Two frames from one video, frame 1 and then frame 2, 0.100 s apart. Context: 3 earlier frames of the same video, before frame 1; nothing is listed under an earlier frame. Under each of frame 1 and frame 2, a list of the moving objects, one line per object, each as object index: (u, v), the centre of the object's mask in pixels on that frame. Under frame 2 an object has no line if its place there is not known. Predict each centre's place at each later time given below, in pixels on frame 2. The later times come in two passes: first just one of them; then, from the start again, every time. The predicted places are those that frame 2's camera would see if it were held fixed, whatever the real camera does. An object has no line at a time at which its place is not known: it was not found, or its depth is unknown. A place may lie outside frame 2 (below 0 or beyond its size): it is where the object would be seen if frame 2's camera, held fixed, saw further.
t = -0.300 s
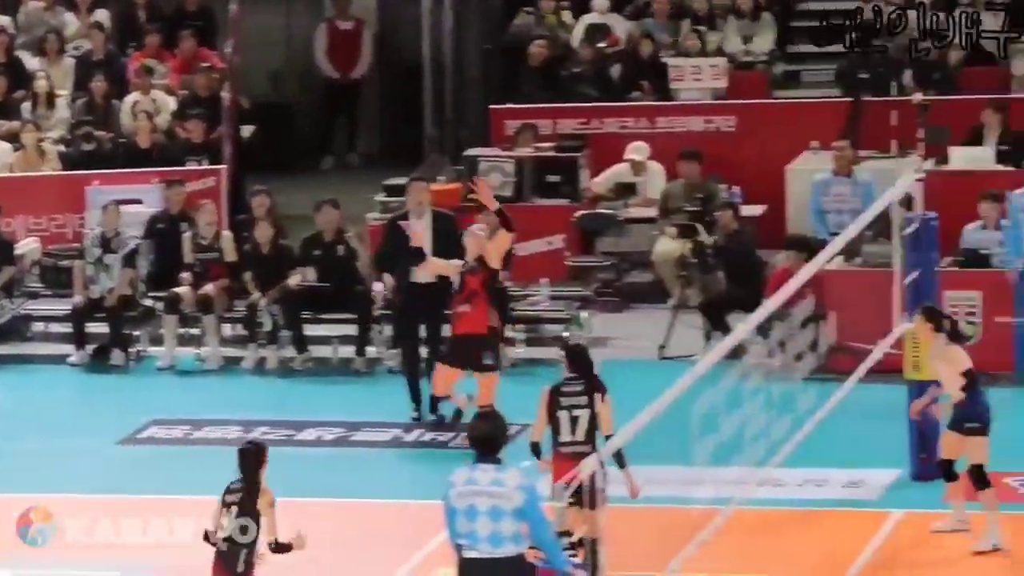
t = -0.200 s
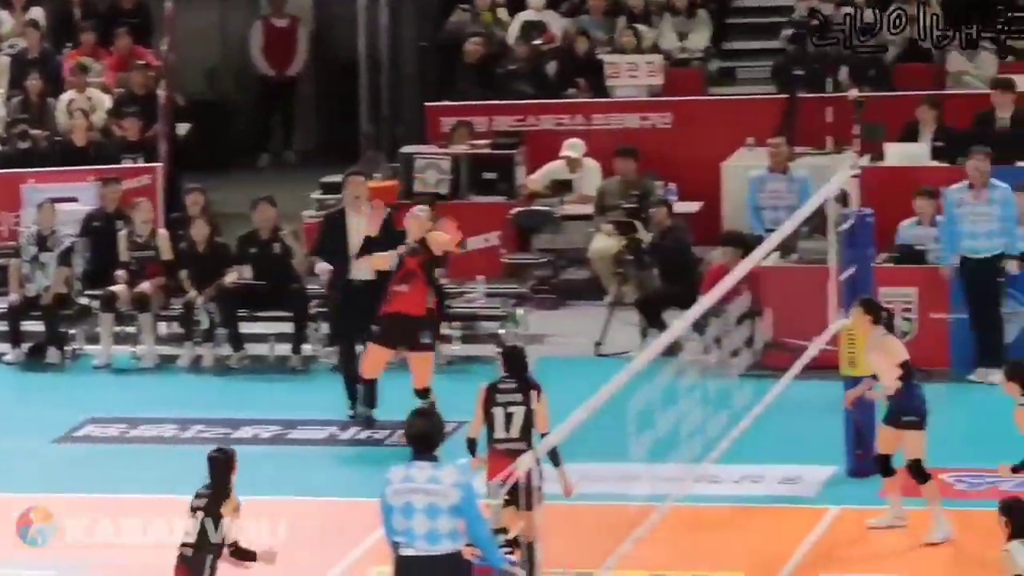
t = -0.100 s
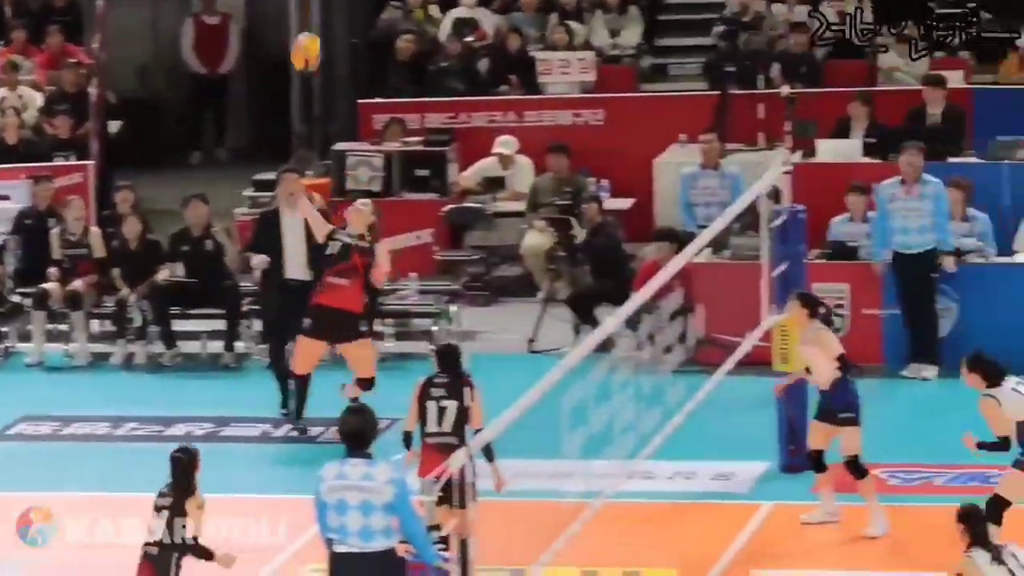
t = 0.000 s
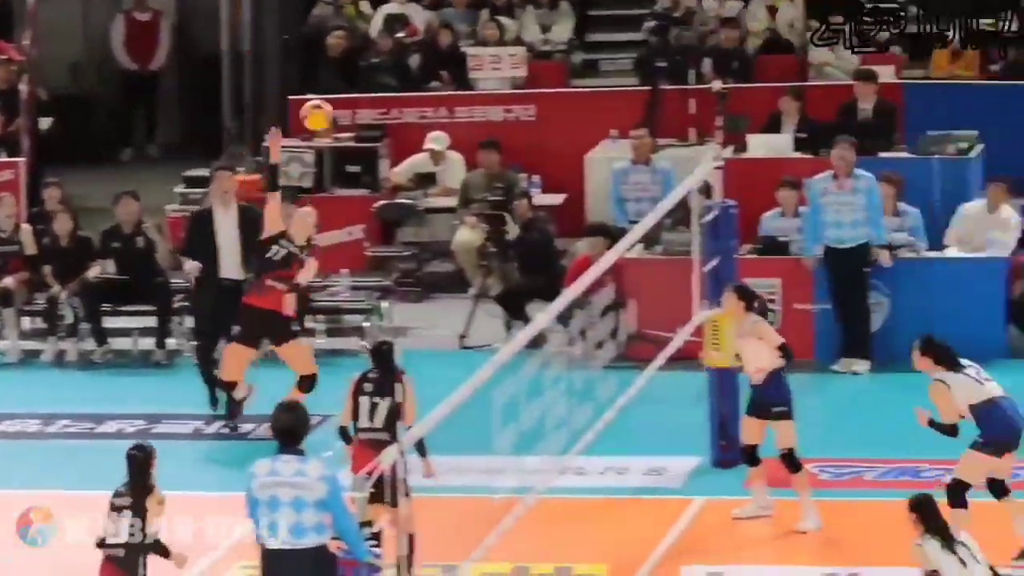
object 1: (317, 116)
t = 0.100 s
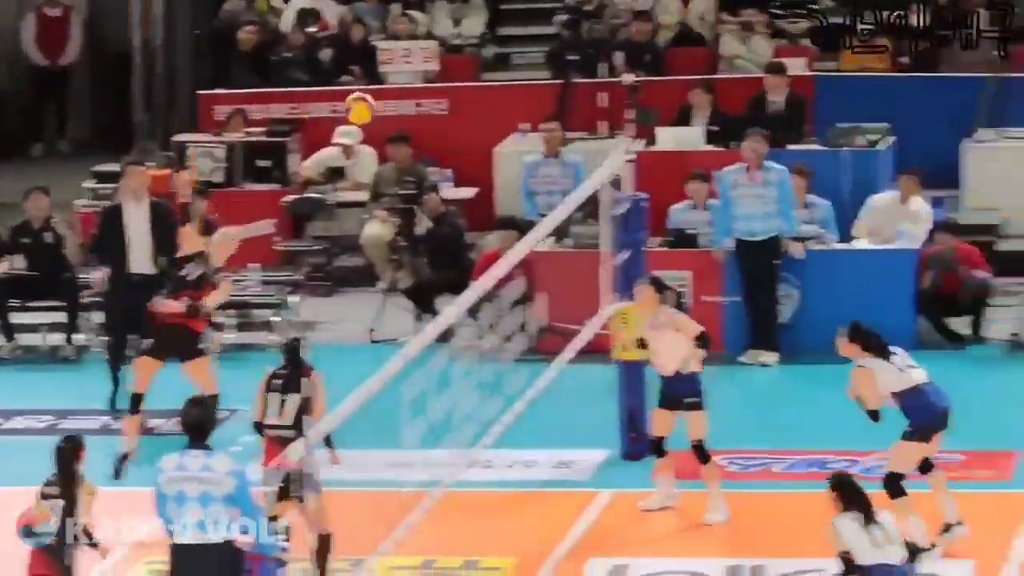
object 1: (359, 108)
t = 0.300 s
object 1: (640, 161)
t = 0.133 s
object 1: (403, 112)
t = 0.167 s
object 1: (448, 117)
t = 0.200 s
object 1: (494, 125)
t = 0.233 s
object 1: (542, 135)
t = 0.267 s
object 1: (589, 146)
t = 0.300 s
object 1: (640, 161)
